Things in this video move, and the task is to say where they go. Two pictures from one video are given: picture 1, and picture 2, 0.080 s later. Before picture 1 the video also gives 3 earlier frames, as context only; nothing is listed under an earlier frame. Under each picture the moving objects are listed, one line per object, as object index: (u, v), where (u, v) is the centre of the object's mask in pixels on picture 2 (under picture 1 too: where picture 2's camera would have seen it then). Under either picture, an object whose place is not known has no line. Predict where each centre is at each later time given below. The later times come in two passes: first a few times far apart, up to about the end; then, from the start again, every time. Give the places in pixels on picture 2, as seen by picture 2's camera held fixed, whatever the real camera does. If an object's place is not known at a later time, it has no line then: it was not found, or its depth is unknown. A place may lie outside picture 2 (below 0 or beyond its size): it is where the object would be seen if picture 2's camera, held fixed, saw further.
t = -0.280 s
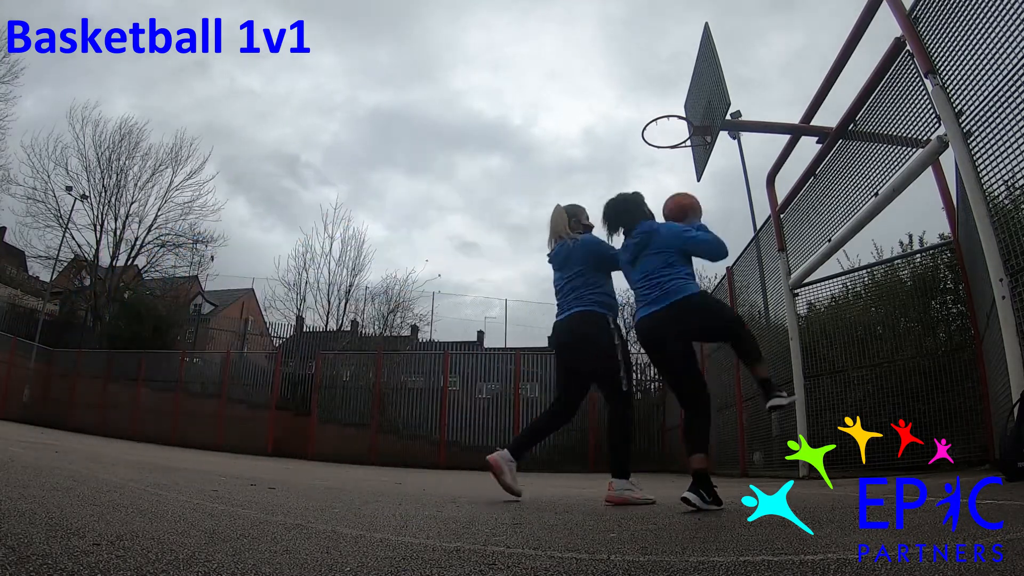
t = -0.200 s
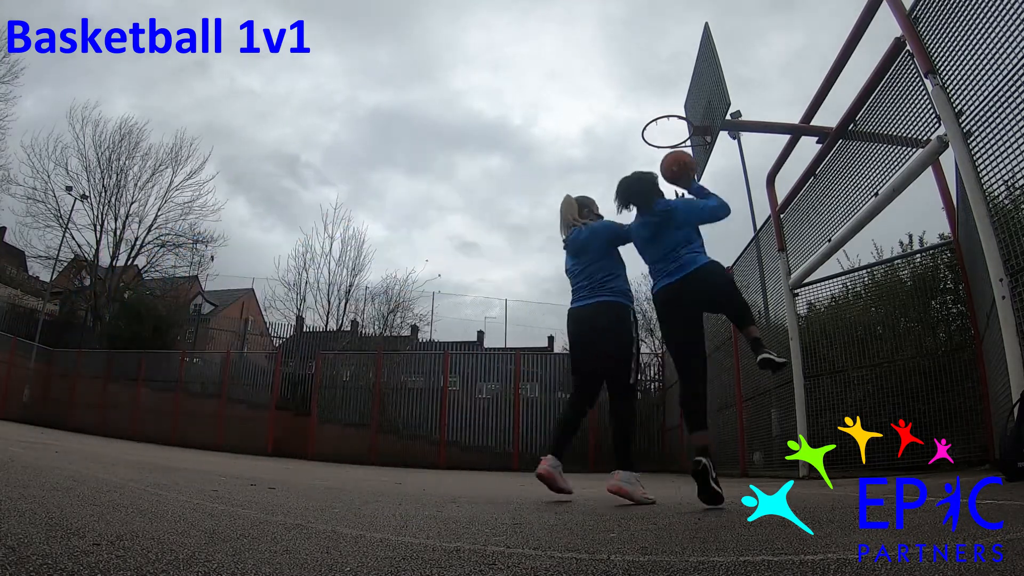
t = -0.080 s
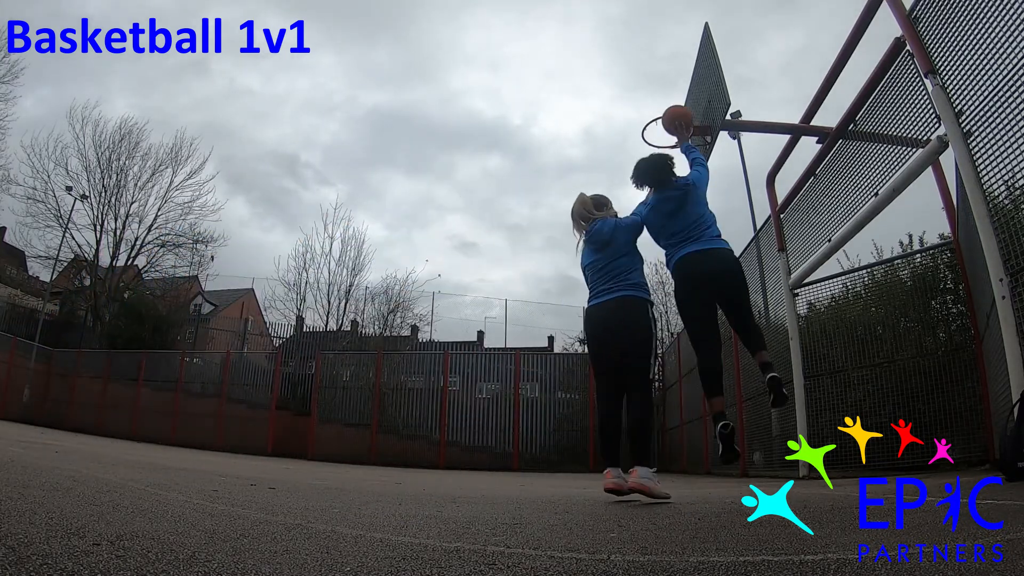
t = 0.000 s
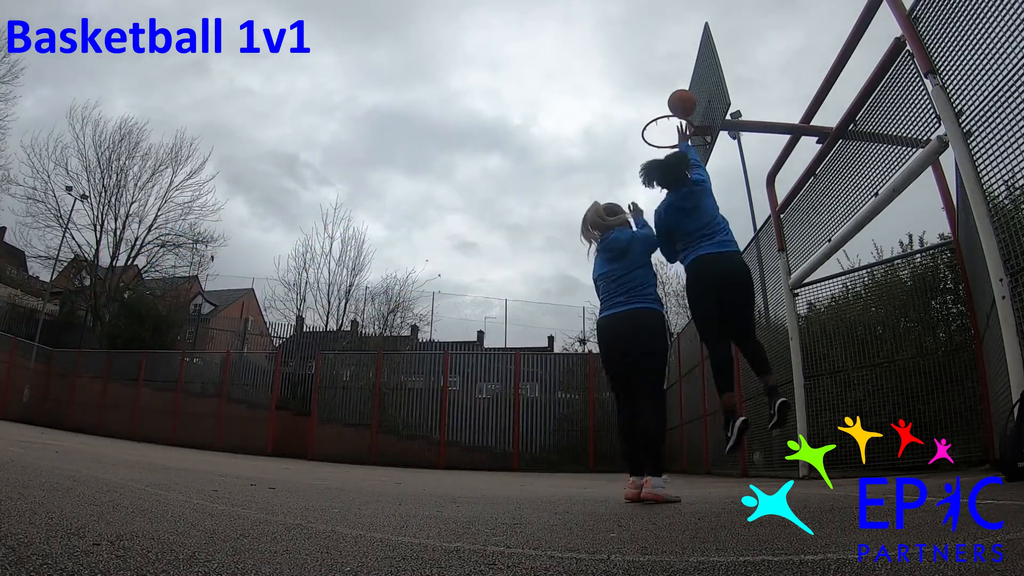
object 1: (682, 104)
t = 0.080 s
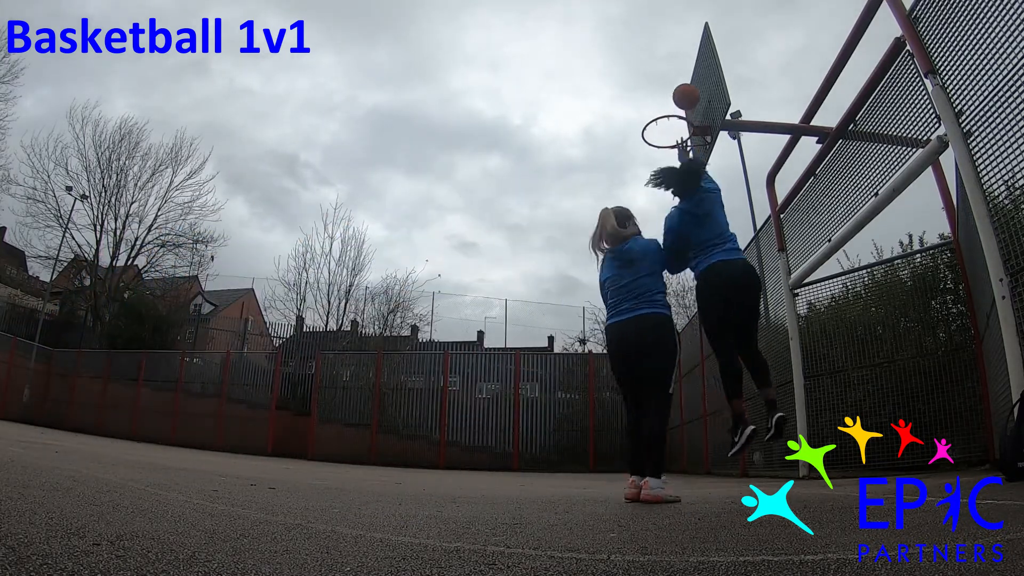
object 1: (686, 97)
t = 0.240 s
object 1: (698, 98)
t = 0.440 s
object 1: (671, 122)
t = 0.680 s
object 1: (649, 114)
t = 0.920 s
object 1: (631, 121)
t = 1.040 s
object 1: (624, 146)
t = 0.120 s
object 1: (689, 95)
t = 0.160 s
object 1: (692, 95)
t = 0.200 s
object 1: (695, 96)
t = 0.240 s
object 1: (698, 98)
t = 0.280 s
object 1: (695, 100)
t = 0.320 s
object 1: (687, 105)
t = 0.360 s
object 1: (682, 109)
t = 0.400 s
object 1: (675, 116)
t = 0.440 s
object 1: (671, 122)
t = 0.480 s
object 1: (667, 129)
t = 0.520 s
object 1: (661, 133)
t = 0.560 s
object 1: (659, 127)
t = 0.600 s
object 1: (654, 120)
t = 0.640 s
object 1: (652, 116)
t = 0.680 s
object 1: (649, 114)
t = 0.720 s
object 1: (645, 111)
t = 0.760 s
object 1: (643, 110)
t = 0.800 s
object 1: (639, 111)
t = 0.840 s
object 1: (637, 113)
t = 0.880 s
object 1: (635, 116)
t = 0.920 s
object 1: (631, 121)
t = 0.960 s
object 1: (629, 127)
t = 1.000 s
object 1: (627, 134)
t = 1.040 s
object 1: (624, 146)
